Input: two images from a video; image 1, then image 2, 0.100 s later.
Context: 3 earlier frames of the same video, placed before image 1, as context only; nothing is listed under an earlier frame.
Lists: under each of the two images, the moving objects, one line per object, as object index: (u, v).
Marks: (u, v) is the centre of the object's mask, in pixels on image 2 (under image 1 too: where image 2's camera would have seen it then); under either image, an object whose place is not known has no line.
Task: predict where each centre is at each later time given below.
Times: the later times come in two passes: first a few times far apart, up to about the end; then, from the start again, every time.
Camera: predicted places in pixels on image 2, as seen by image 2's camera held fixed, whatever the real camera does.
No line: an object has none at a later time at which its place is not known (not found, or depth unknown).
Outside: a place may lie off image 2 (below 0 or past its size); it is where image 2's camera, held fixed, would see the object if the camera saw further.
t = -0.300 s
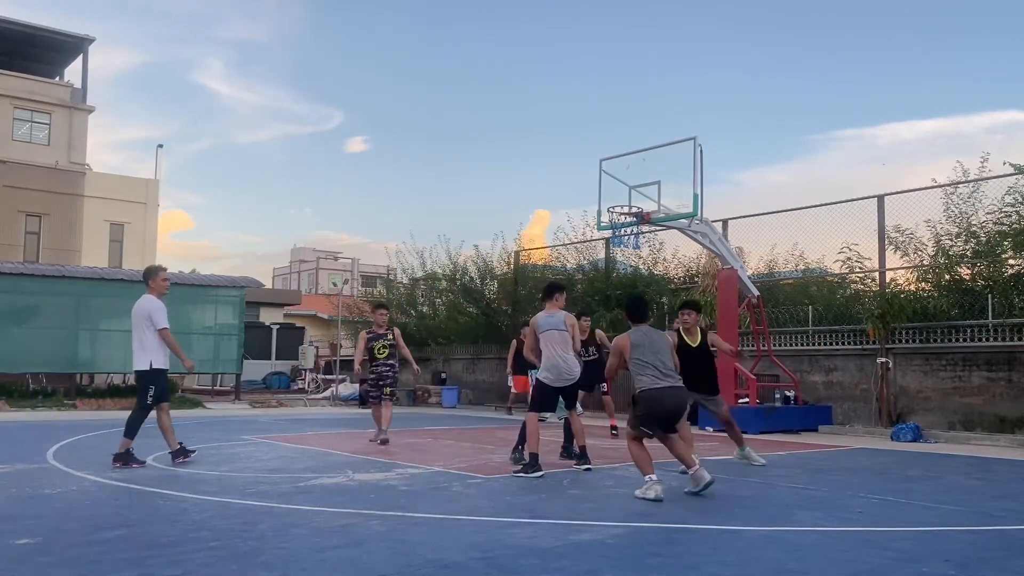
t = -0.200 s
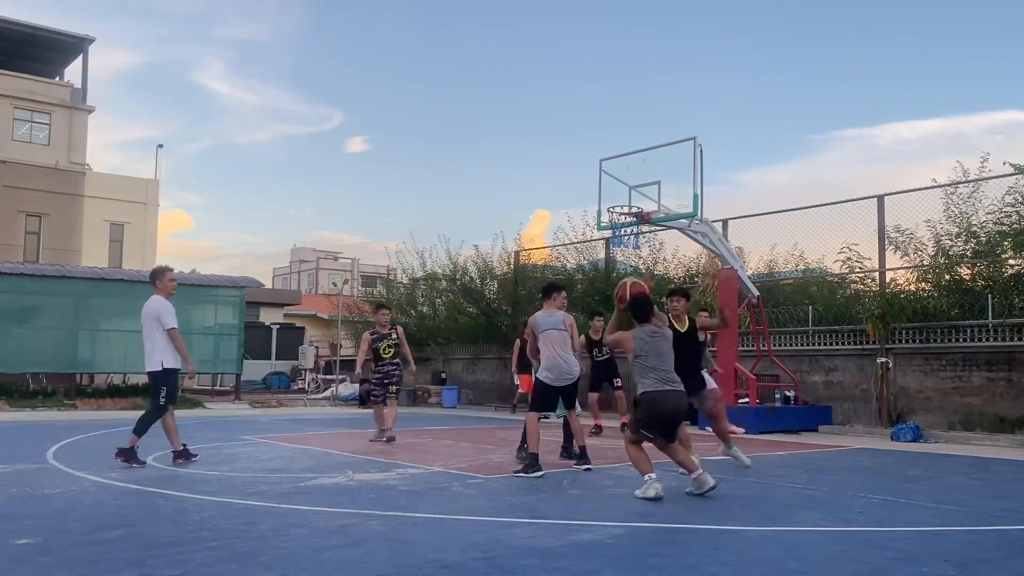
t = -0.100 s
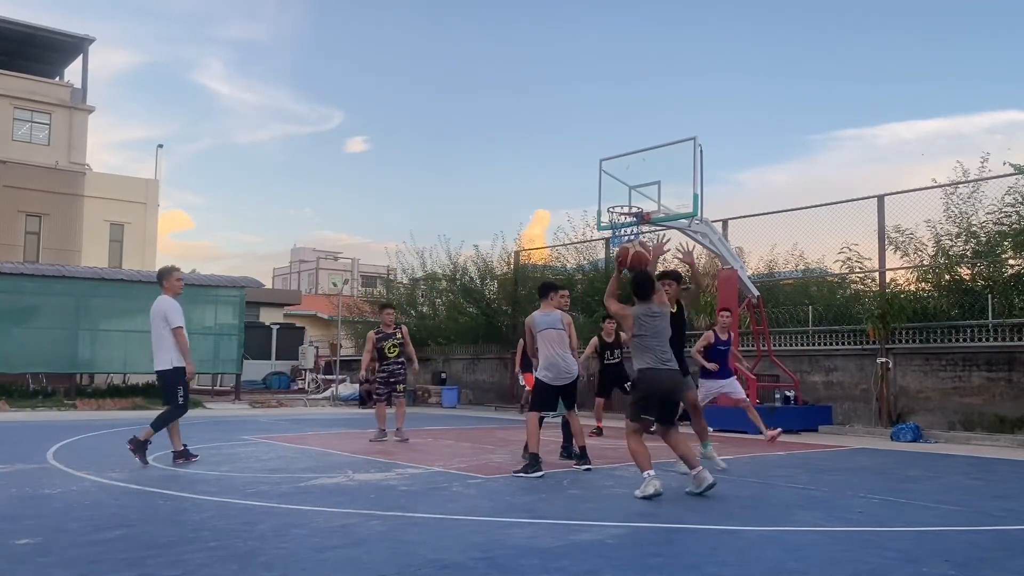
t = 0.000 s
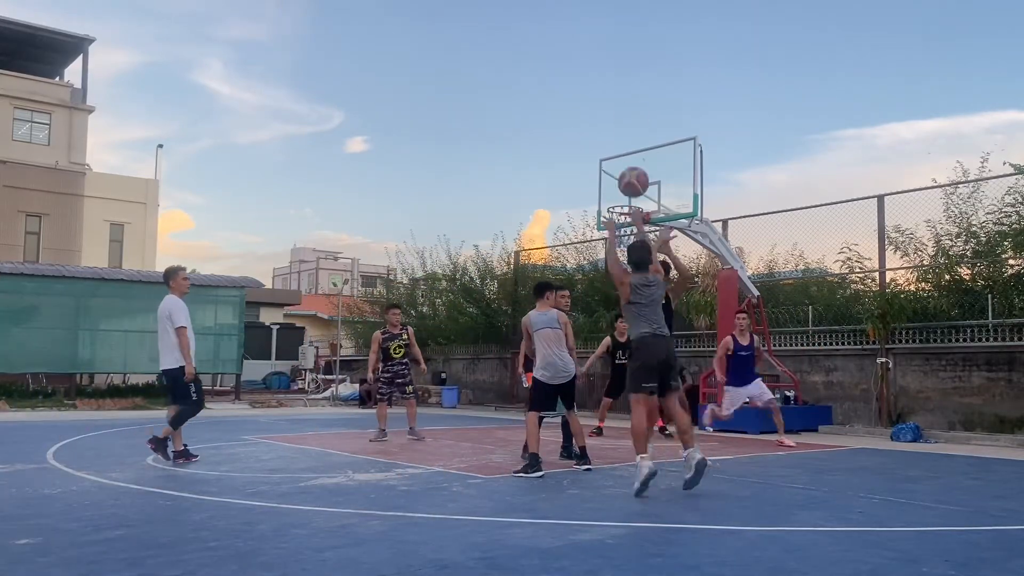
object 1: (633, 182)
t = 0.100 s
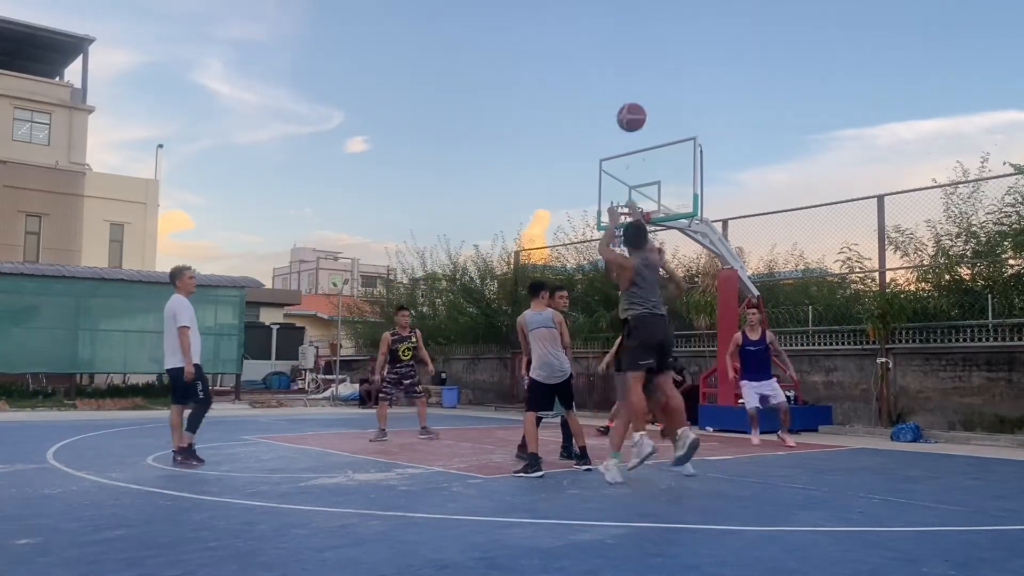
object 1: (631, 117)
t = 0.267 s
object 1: (629, 50)
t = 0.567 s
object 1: (626, 19)
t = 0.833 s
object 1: (624, 58)
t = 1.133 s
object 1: (623, 154)
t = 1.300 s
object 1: (624, 225)
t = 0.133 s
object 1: (631, 100)
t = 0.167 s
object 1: (630, 85)
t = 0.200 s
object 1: (630, 71)
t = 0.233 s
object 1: (629, 60)
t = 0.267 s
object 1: (629, 50)
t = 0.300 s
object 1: (628, 41)
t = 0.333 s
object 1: (628, 34)
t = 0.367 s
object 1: (627, 29)
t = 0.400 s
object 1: (627, 24)
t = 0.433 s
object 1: (627, 21)
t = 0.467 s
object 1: (626, 19)
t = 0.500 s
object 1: (626, 18)
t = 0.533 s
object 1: (626, 18)
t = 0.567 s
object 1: (626, 19)
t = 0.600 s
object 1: (625, 21)
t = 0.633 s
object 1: (625, 24)
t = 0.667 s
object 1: (625, 28)
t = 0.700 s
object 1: (625, 33)
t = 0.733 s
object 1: (624, 38)
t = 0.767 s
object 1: (624, 44)
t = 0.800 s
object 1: (624, 51)
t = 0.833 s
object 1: (624, 58)
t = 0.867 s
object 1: (623, 67)
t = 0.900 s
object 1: (623, 75)
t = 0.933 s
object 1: (623, 85)
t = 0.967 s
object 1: (623, 95)
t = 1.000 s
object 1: (623, 106)
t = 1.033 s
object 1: (623, 117)
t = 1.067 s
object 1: (623, 129)
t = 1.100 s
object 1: (623, 141)
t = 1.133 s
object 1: (623, 154)
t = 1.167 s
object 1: (623, 167)
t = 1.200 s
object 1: (623, 181)
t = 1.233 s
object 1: (624, 196)
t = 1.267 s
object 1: (623, 211)
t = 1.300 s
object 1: (624, 225)
